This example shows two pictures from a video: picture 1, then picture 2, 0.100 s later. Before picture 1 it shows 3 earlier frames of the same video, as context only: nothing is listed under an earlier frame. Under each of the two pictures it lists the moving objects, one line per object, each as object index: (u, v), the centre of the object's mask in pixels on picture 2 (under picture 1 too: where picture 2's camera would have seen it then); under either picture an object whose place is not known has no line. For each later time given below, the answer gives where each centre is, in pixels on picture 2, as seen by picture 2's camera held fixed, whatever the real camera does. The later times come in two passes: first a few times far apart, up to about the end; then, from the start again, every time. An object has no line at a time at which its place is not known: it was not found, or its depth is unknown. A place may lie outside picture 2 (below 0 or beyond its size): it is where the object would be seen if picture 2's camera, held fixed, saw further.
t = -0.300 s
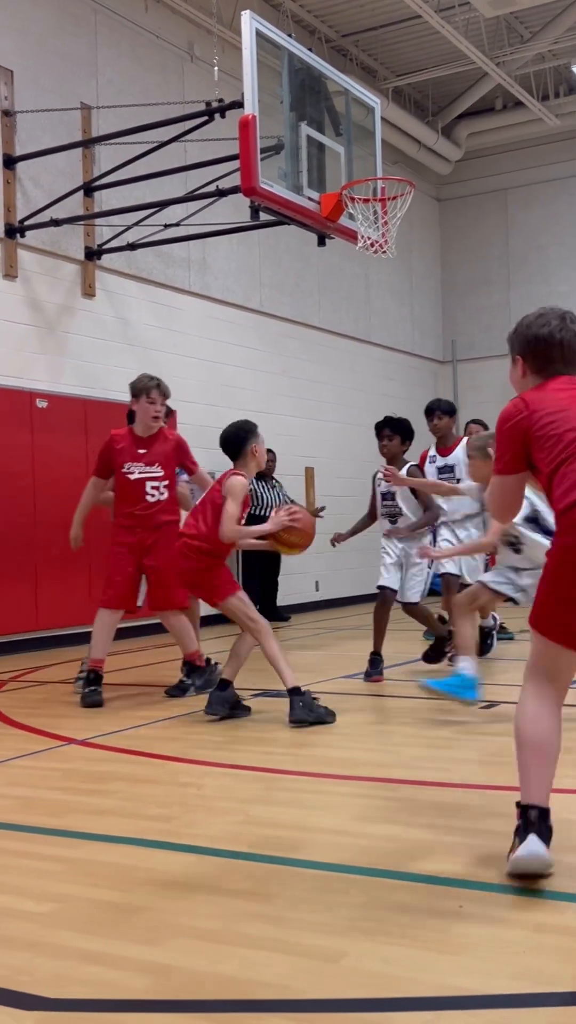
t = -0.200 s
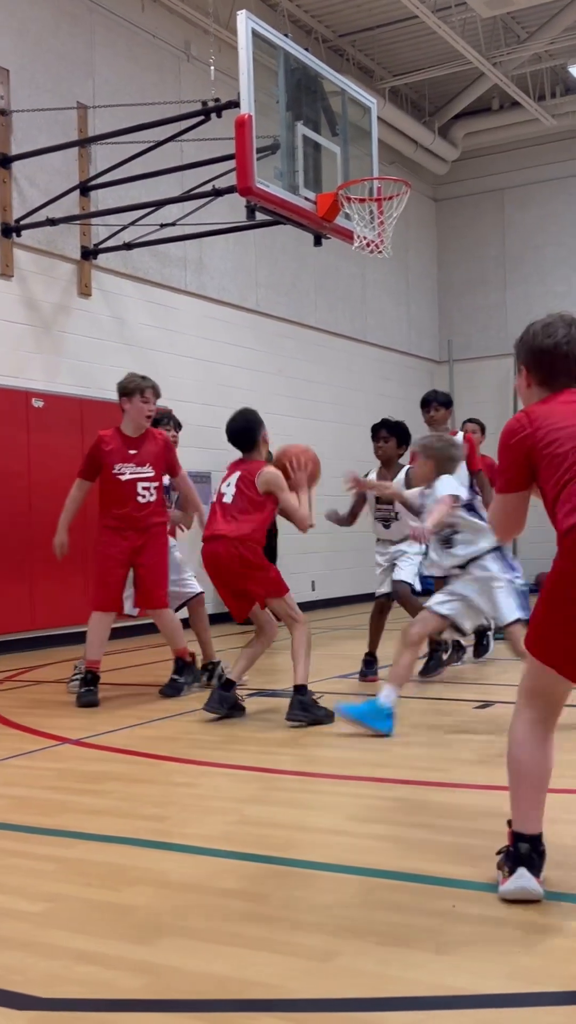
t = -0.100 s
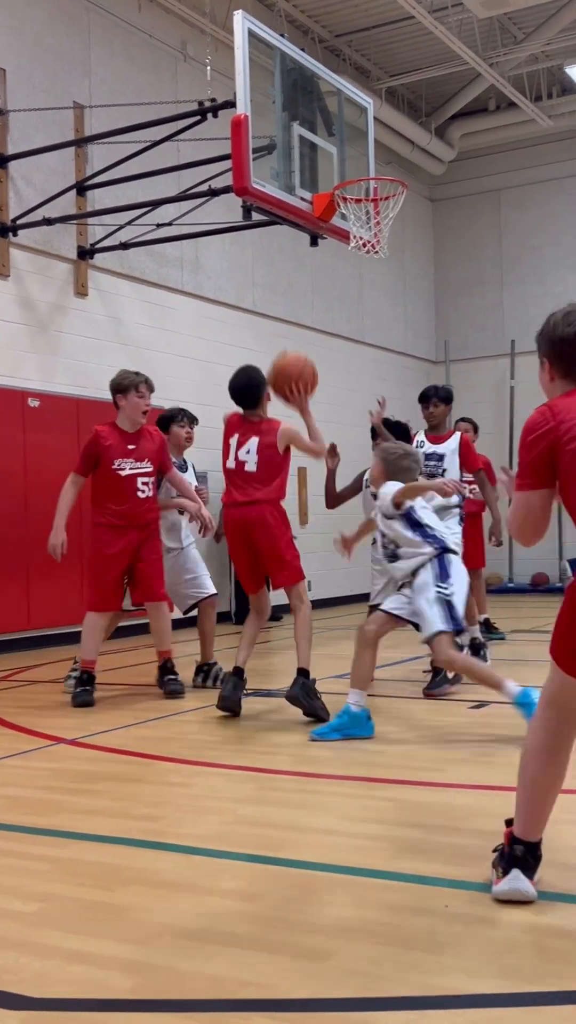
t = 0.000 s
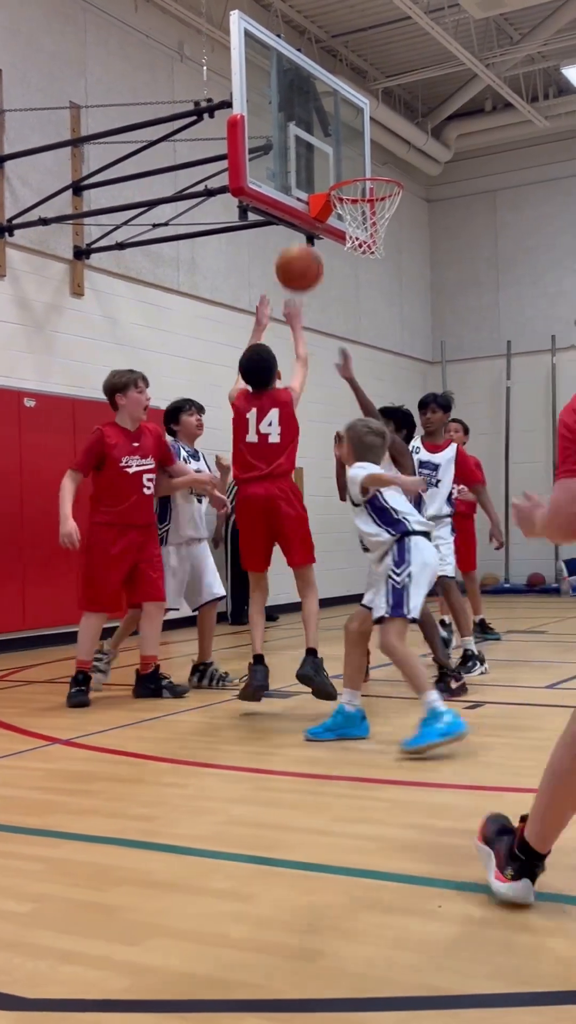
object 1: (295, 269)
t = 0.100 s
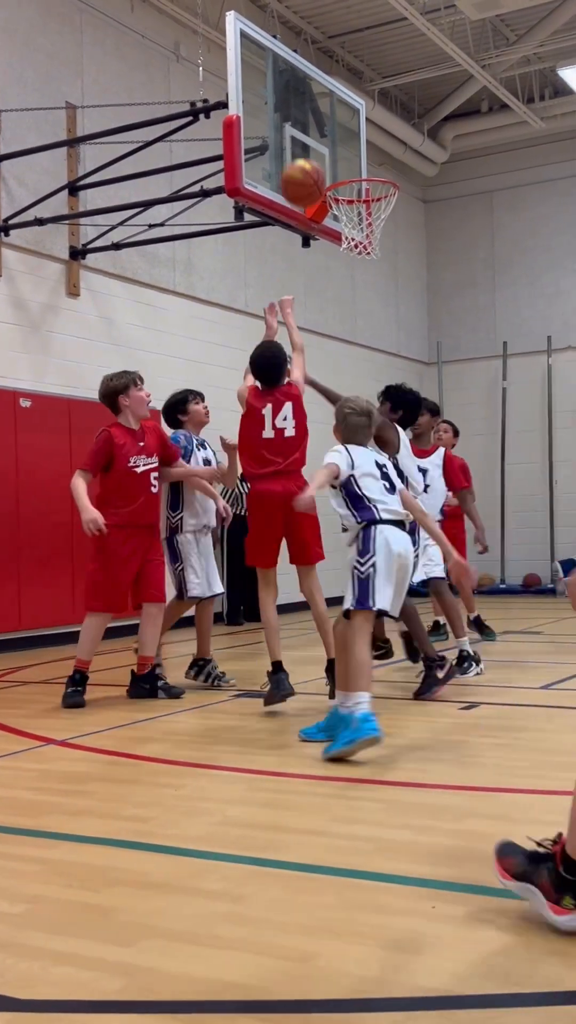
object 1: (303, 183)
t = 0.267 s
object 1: (315, 97)
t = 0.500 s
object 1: (332, 70)
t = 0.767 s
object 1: (350, 149)
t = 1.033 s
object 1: (344, 106)
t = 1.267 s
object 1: (337, 131)
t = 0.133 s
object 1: (305, 161)
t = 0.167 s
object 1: (308, 141)
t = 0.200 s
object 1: (310, 124)
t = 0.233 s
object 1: (312, 109)
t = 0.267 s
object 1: (315, 97)
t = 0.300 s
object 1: (318, 87)
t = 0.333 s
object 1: (321, 79)
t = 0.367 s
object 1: (323, 73)
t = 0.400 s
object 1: (325, 69)
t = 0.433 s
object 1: (327, 68)
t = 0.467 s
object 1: (330, 68)
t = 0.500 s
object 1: (332, 70)
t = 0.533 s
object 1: (334, 75)
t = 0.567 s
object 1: (337, 80)
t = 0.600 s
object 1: (339, 87)
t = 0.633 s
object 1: (341, 97)
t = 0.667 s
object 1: (344, 108)
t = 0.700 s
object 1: (345, 120)
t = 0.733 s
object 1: (348, 134)
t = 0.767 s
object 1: (350, 149)
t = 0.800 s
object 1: (352, 164)
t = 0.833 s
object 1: (351, 153)
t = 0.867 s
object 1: (350, 141)
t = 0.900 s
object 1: (349, 130)
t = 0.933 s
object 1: (347, 122)
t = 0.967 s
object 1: (347, 115)
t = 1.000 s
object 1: (345, 110)
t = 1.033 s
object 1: (344, 106)
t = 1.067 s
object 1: (343, 104)
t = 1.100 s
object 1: (342, 104)
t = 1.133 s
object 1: (341, 106)
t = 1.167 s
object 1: (340, 109)
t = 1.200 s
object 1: (339, 115)
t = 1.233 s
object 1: (339, 122)
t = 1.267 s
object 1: (337, 131)
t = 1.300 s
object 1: (336, 143)
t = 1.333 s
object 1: (336, 156)
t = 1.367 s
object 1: (335, 171)
